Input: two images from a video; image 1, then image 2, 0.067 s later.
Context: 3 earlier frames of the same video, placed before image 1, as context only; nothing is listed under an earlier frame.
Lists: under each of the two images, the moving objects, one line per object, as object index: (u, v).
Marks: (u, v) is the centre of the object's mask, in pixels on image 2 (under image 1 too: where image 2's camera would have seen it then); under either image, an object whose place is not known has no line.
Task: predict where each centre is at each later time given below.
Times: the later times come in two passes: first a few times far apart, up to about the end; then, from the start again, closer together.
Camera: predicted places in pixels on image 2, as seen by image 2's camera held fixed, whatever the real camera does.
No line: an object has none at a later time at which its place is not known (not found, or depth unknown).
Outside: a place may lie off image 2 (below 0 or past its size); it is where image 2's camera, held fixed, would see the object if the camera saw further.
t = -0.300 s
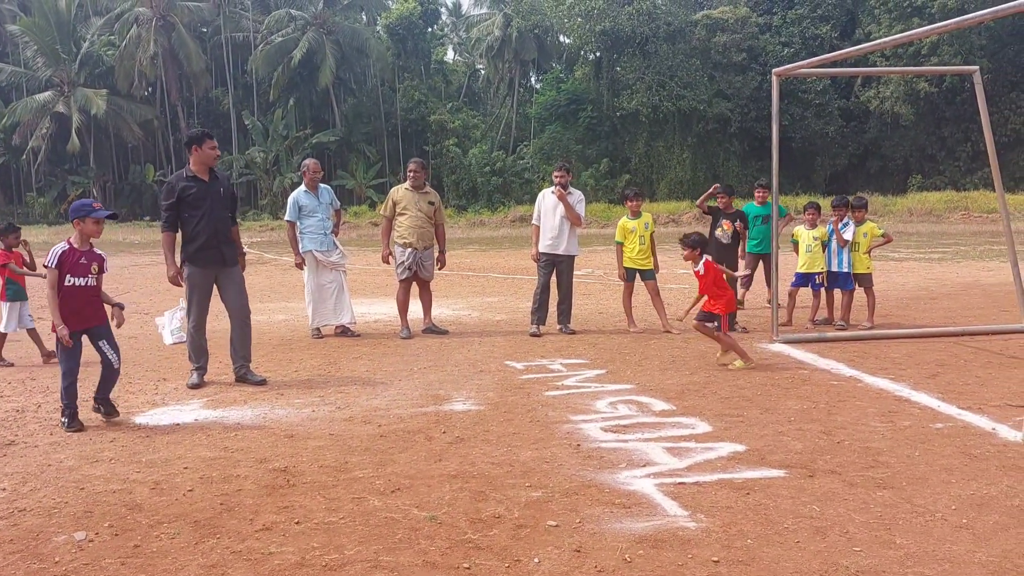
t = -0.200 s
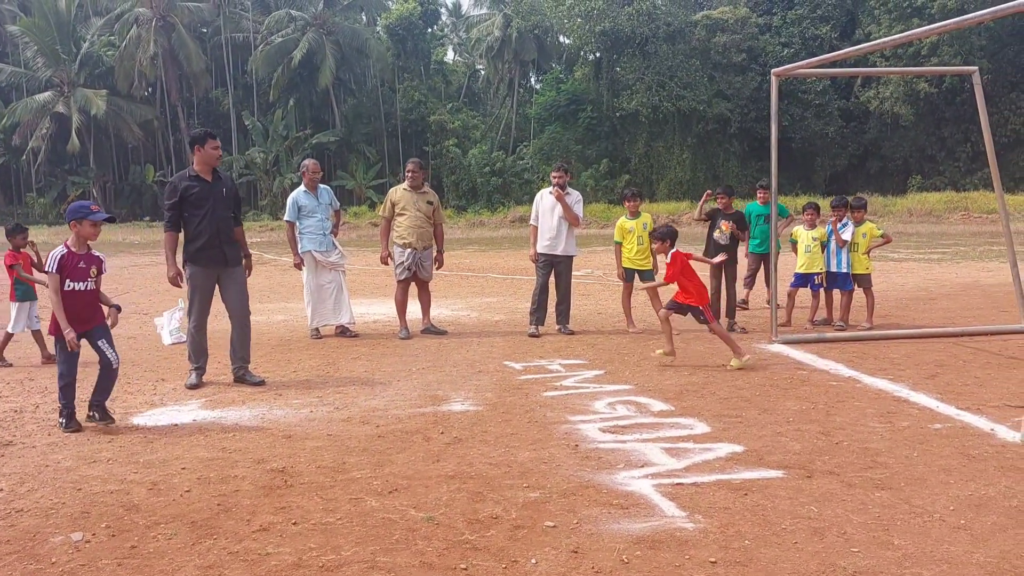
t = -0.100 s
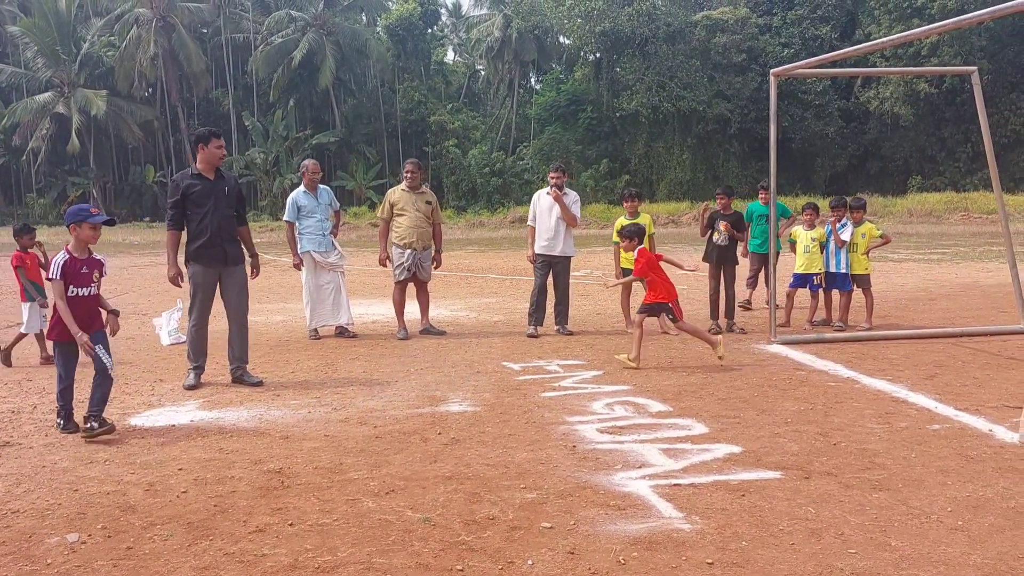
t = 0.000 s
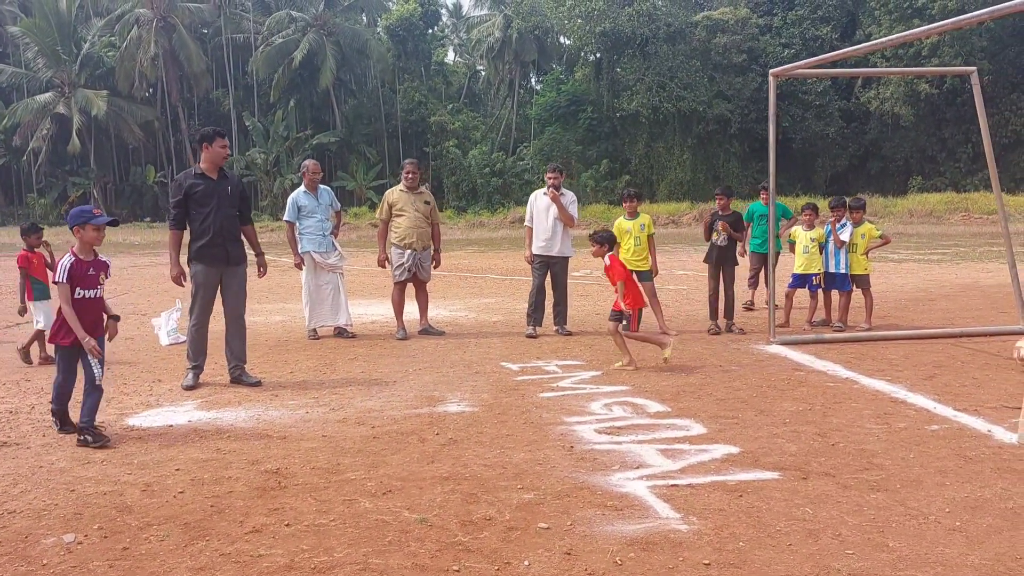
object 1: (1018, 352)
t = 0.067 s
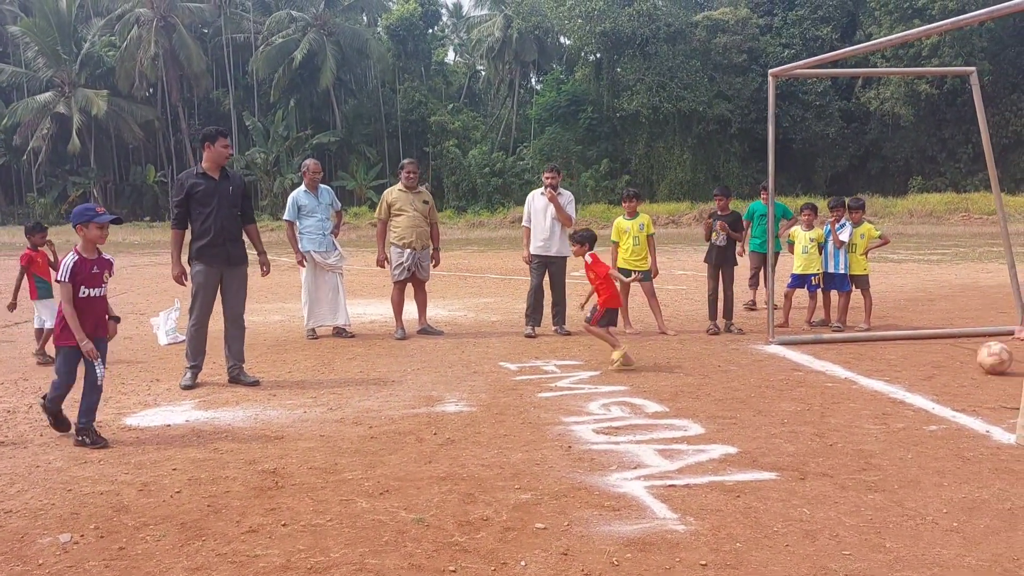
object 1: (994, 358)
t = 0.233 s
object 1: (929, 358)
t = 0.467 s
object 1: (838, 357)
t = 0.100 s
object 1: (981, 356)
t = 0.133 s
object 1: (968, 355)
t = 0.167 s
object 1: (955, 354)
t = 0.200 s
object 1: (942, 355)
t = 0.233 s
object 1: (929, 358)
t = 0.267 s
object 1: (915, 358)
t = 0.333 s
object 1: (889, 358)
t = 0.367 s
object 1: (876, 359)
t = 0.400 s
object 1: (864, 359)
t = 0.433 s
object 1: (850, 357)
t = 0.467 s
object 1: (838, 357)
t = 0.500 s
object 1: (825, 360)
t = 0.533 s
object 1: (811, 361)
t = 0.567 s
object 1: (799, 360)
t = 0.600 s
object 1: (787, 361)
